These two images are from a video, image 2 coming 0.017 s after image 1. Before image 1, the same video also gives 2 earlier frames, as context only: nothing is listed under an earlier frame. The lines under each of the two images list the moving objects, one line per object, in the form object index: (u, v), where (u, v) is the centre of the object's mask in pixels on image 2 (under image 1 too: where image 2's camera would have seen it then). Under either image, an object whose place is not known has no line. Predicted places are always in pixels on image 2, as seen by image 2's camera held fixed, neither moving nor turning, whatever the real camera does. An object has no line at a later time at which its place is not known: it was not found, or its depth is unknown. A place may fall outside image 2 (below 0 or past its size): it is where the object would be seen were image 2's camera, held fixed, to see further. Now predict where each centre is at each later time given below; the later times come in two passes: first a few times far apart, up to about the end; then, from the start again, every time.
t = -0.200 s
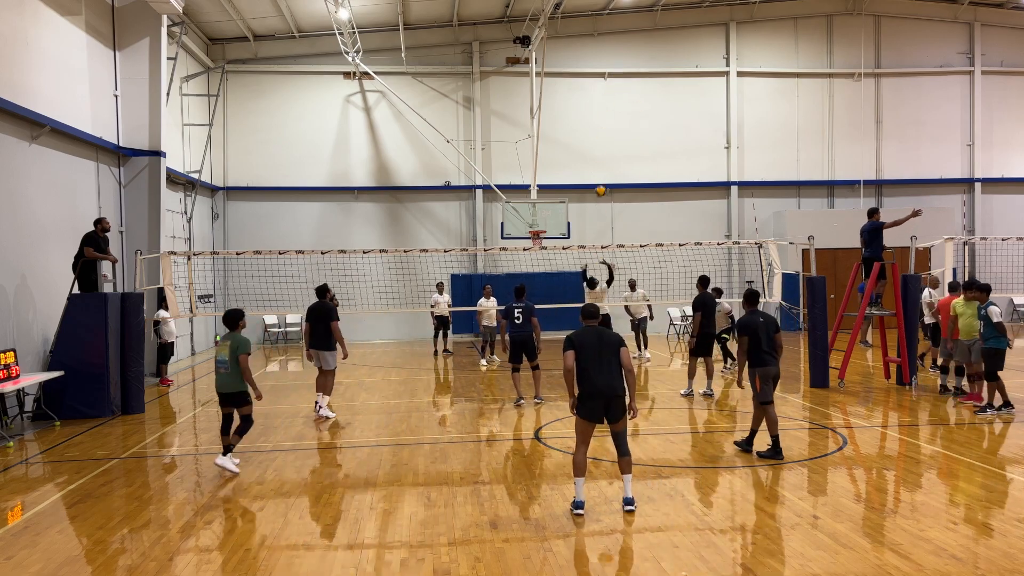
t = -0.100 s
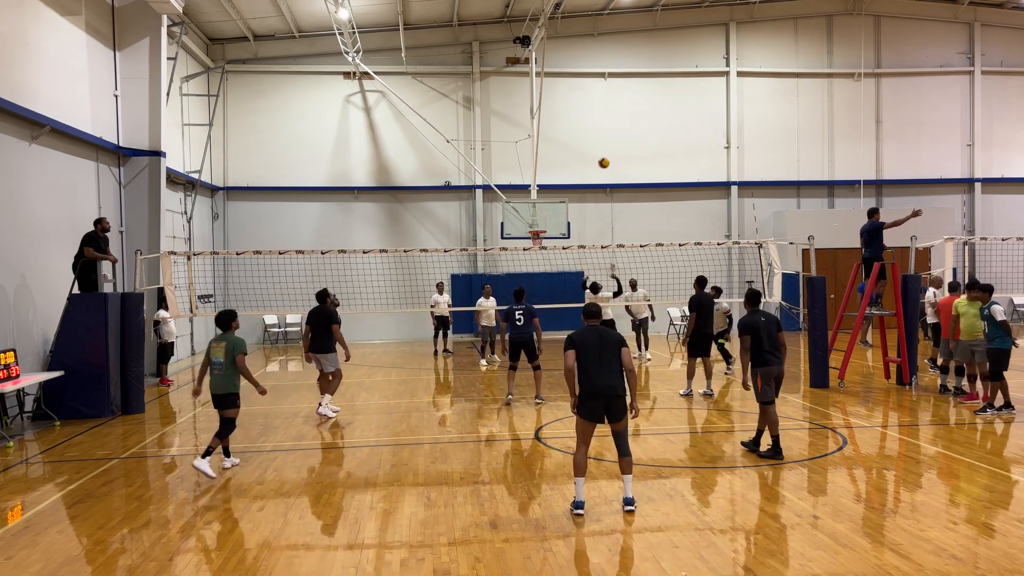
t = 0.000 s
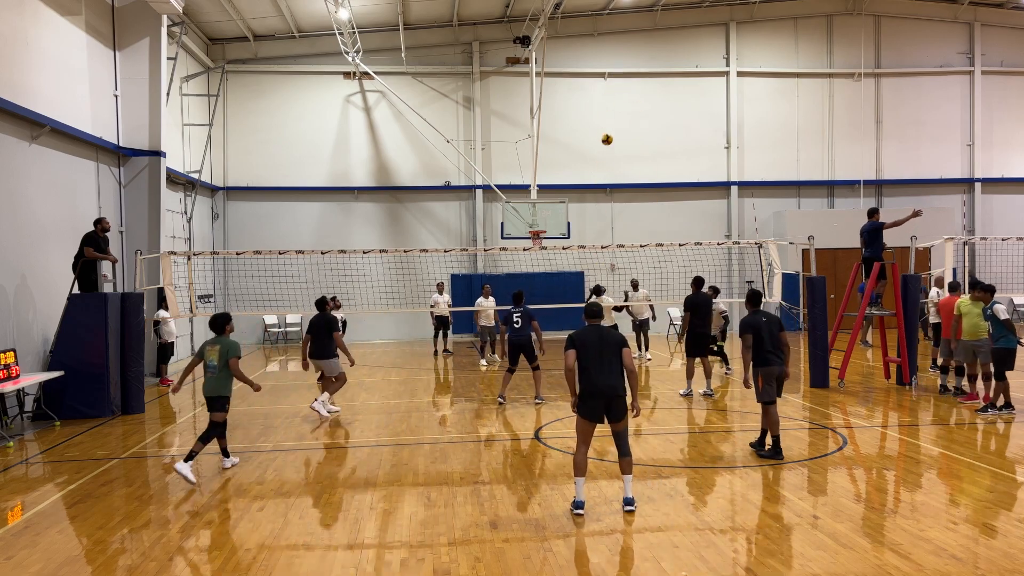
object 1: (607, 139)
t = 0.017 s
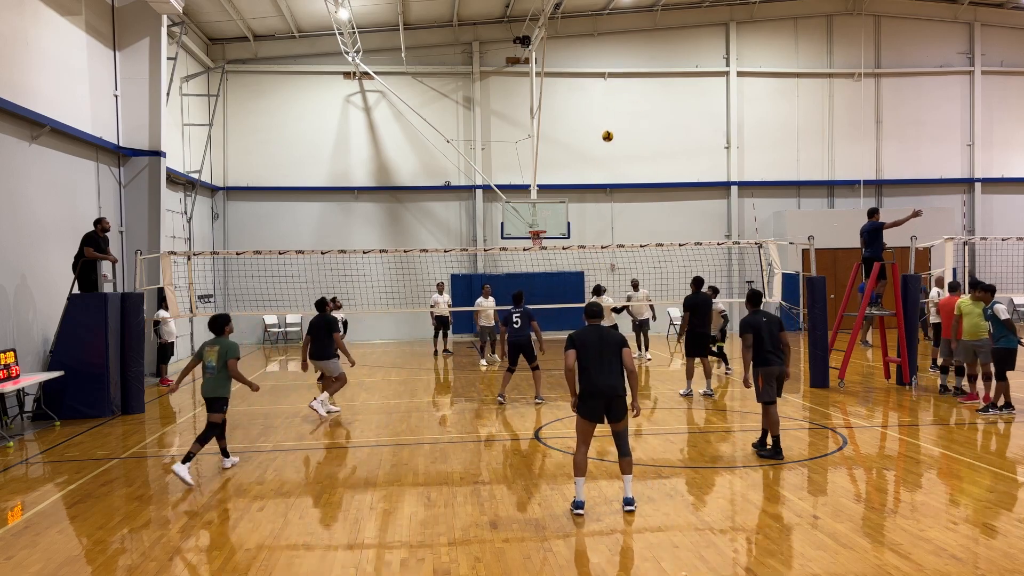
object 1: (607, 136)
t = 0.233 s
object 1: (615, 106)
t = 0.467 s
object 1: (623, 101)
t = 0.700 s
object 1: (632, 127)
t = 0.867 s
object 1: (639, 164)
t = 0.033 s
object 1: (608, 133)
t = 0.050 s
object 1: (608, 130)
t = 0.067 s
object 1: (609, 127)
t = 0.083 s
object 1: (609, 124)
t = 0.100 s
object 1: (610, 121)
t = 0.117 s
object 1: (610, 119)
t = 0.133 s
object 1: (611, 117)
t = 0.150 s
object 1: (612, 114)
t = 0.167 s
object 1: (612, 112)
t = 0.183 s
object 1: (613, 110)
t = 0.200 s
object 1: (613, 109)
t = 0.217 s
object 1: (614, 107)
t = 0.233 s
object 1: (615, 106)
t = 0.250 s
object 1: (615, 104)
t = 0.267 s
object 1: (616, 103)
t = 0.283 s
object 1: (616, 102)
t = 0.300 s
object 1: (617, 101)
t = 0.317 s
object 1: (618, 100)
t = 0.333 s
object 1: (618, 100)
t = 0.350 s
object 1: (619, 99)
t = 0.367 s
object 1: (619, 99)
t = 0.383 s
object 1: (620, 99)
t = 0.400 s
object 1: (620, 99)
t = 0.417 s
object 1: (621, 99)
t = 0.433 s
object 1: (622, 100)
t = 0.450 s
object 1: (622, 100)
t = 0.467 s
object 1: (623, 101)
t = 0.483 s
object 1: (624, 102)
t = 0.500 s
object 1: (624, 103)
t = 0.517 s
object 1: (625, 104)
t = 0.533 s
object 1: (626, 105)
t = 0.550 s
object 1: (626, 106)
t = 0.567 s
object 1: (627, 108)
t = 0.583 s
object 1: (628, 110)
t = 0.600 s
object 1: (628, 112)
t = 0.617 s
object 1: (629, 114)
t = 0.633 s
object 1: (630, 116)
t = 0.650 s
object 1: (630, 119)
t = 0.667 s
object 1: (631, 121)
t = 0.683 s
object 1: (632, 124)
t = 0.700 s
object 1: (632, 127)
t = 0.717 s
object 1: (633, 130)
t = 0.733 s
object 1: (634, 133)
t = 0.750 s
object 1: (634, 137)
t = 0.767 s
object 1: (635, 140)
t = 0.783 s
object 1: (636, 144)
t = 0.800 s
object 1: (636, 147)
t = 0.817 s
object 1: (637, 152)
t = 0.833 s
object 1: (638, 156)
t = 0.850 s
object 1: (639, 160)
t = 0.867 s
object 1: (639, 164)
